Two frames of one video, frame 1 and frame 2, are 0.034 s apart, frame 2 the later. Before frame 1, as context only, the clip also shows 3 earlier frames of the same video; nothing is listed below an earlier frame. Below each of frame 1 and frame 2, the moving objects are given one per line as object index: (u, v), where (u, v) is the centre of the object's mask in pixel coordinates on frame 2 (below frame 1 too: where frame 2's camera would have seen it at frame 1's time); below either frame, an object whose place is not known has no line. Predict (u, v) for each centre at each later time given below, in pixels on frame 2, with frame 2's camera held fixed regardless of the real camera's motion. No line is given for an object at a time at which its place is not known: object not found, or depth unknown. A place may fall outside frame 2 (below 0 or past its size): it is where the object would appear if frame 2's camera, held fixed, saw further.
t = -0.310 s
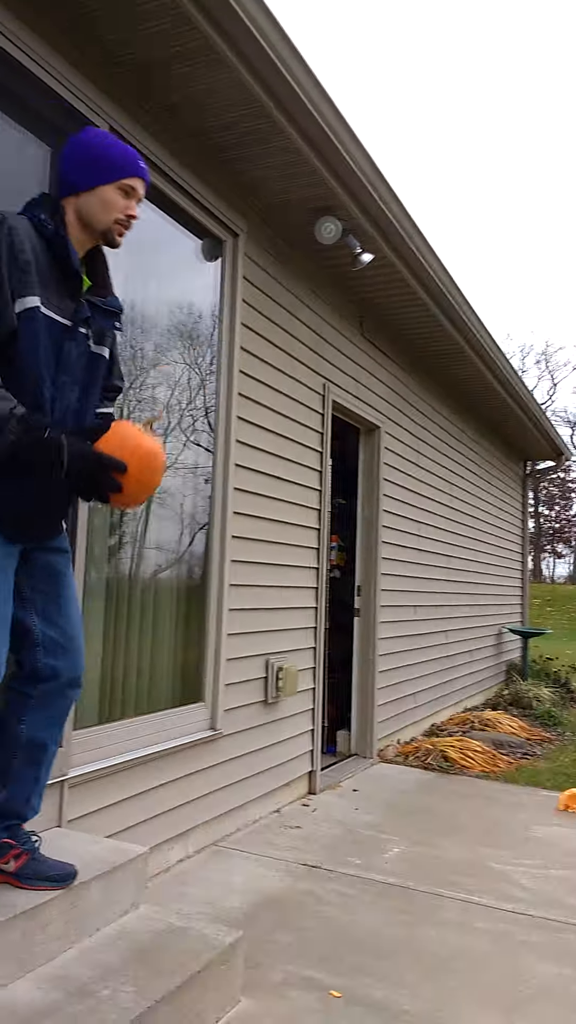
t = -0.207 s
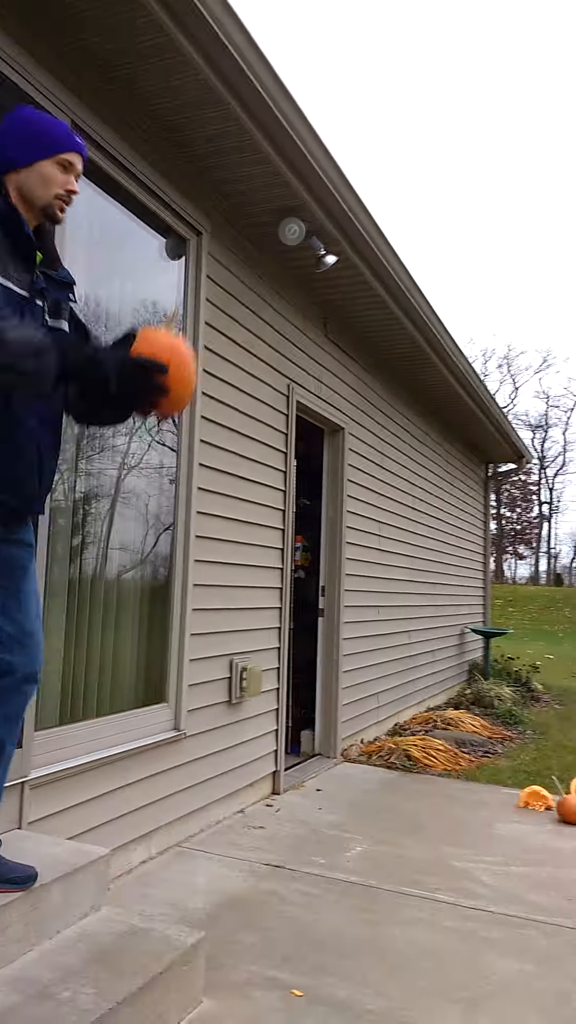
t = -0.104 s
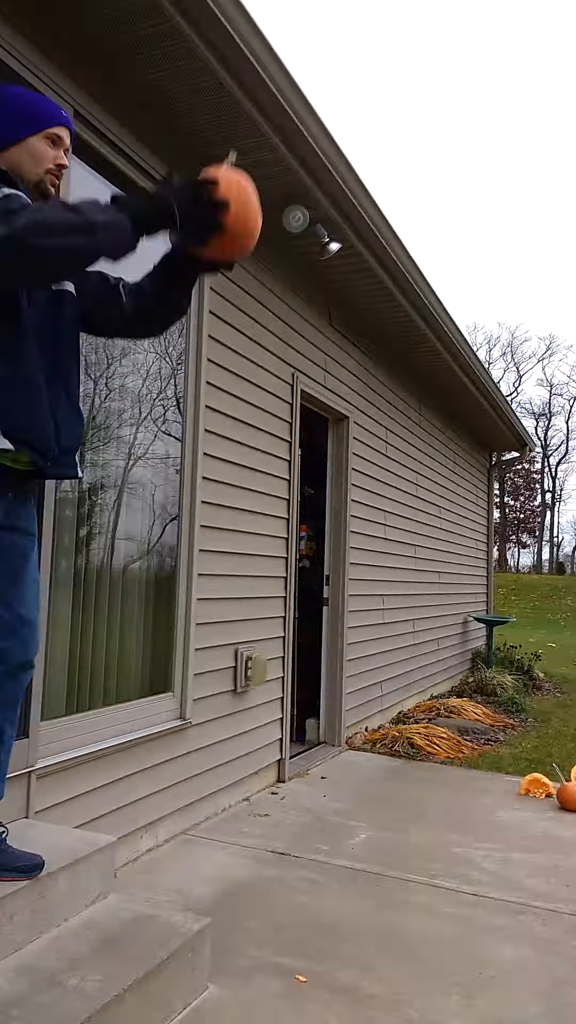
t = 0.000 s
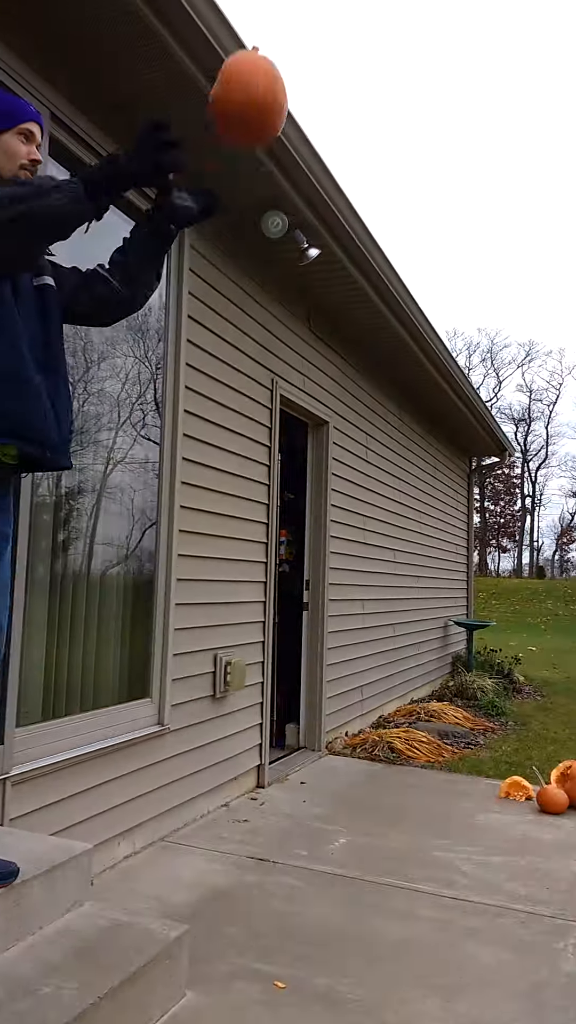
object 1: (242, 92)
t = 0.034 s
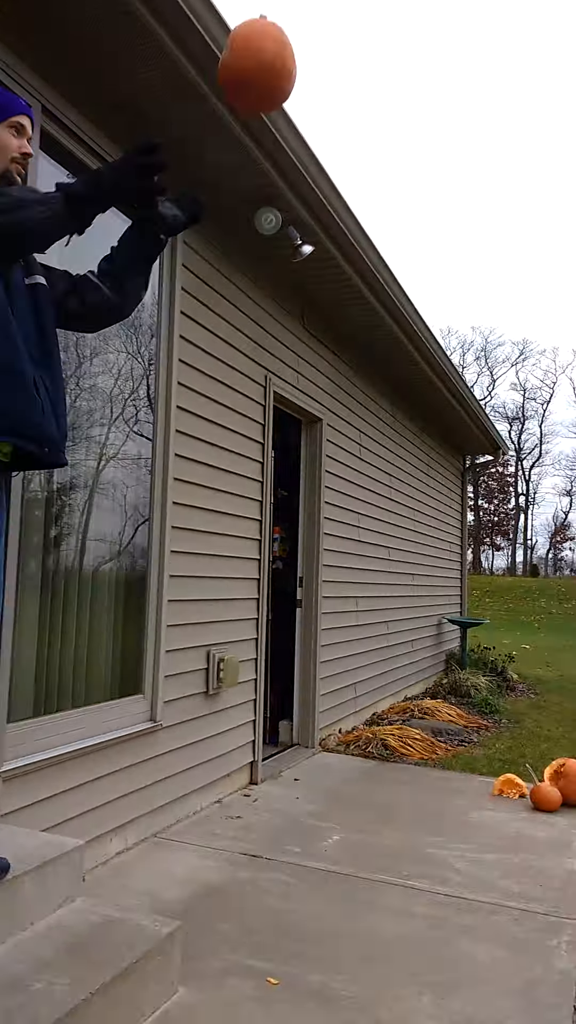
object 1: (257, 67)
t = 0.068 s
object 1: (277, 49)
